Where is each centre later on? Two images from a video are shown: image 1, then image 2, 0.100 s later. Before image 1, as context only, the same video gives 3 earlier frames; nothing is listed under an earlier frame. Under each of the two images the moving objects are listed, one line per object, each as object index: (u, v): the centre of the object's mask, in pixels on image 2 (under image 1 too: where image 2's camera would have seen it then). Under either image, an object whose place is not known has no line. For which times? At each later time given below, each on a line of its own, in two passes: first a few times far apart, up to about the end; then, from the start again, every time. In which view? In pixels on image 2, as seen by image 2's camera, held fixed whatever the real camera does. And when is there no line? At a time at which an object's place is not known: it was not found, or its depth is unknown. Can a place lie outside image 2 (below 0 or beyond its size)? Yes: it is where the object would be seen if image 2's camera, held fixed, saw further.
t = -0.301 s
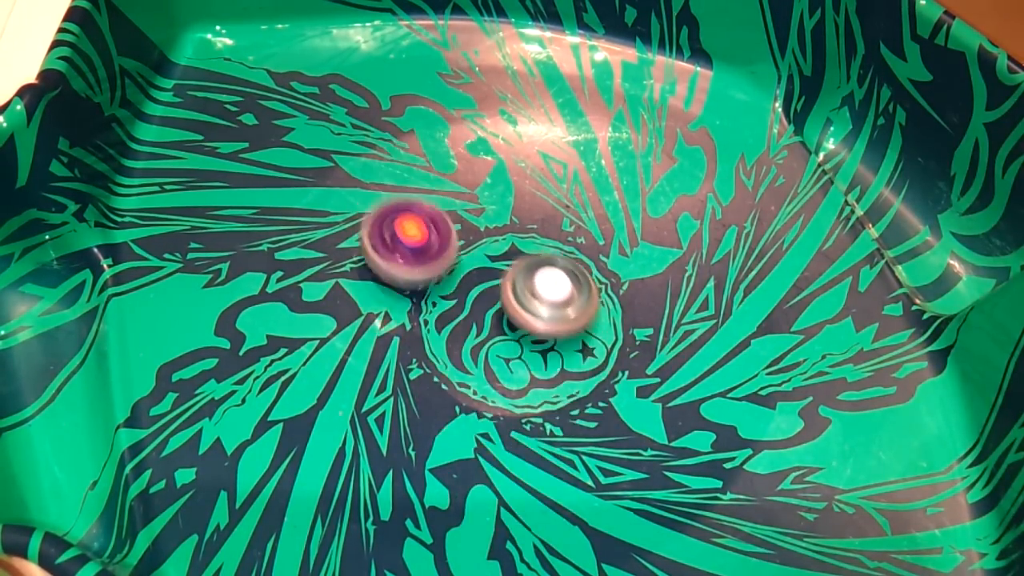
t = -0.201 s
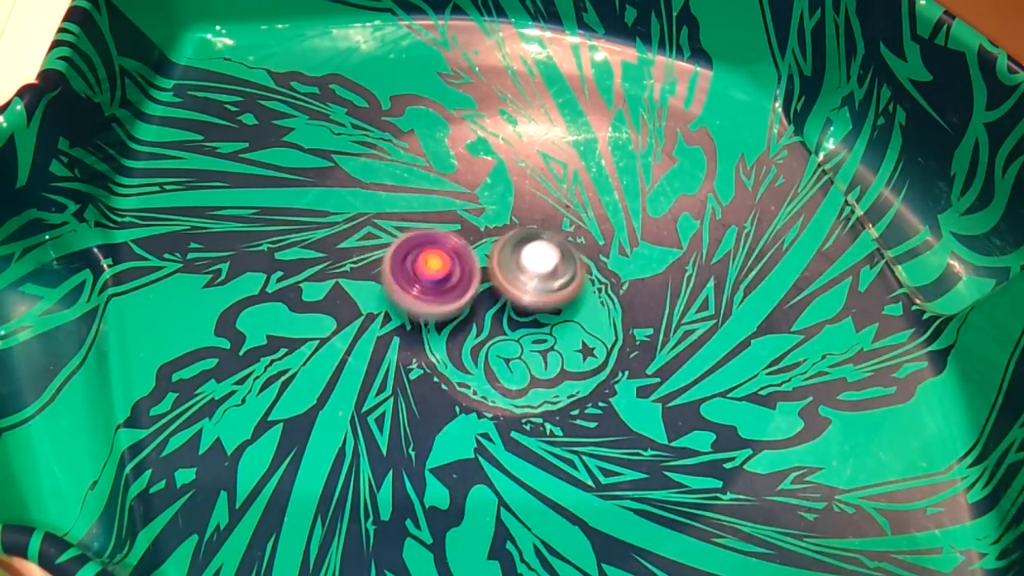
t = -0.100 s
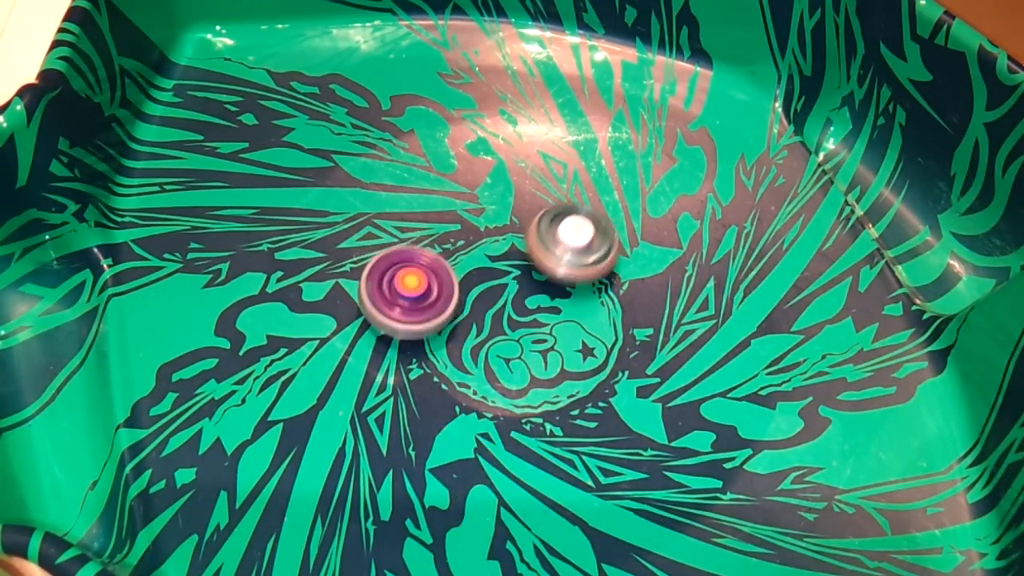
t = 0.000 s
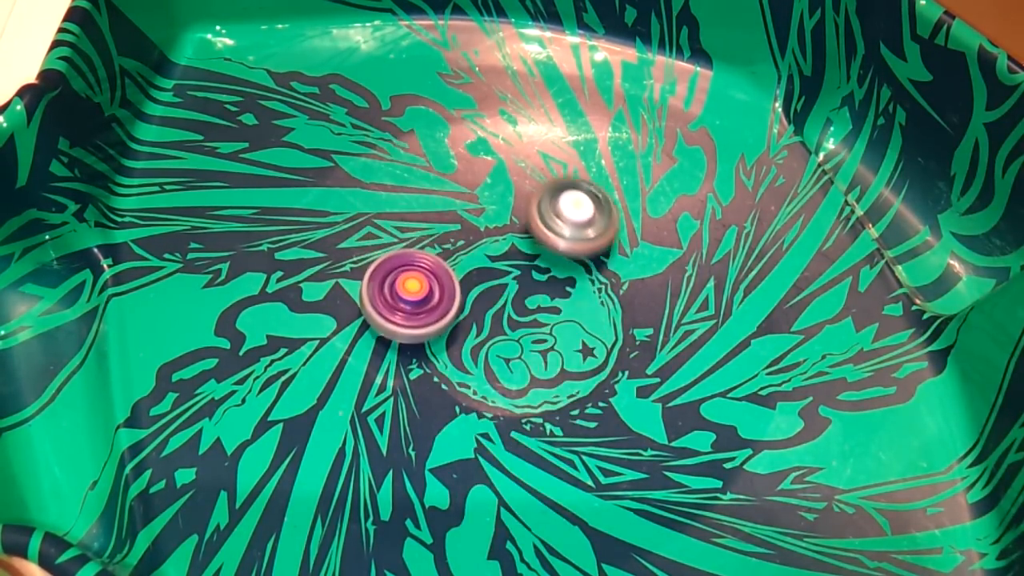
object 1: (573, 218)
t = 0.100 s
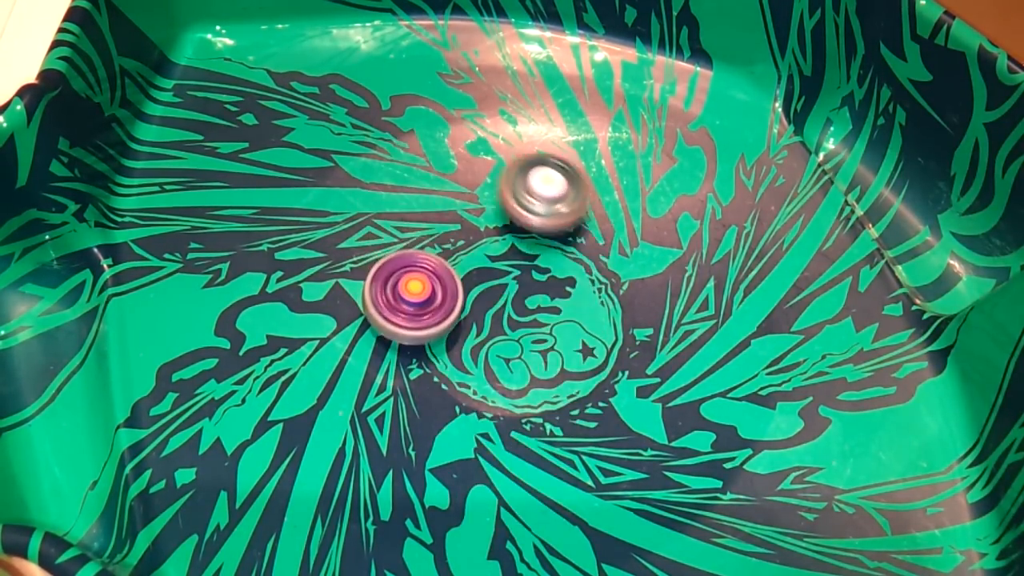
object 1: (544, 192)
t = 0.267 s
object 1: (479, 175)
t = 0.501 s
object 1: (421, 213)
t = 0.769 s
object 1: (477, 130)
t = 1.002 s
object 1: (512, 82)
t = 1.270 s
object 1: (478, 217)
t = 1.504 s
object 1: (542, 324)
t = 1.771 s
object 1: (465, 523)
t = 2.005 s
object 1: (499, 540)
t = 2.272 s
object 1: (640, 419)
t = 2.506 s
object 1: (620, 325)
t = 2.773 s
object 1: (602, 347)
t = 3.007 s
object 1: (575, 362)
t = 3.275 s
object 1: (559, 402)
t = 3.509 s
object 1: (602, 364)
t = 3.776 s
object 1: (569, 340)
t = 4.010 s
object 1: (536, 325)
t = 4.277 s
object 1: (514, 304)
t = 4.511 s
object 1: (555, 352)
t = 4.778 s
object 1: (578, 364)
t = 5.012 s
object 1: (595, 369)
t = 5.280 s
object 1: (607, 344)
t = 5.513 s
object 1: (562, 459)
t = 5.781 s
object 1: (591, 416)
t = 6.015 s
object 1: (584, 488)
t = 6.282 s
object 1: (599, 483)
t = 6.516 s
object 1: (583, 397)
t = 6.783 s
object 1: (494, 356)
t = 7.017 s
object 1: (464, 385)
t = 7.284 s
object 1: (491, 386)
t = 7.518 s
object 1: (731, 423)
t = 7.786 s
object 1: (729, 256)
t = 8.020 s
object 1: (626, 185)
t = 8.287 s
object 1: (845, 185)
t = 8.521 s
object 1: (728, 424)
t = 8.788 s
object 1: (454, 462)
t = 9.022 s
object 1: (409, 396)
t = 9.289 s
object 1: (450, 365)
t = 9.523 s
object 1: (399, 399)
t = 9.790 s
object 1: (359, 429)
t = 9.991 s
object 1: (354, 399)
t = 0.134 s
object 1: (532, 186)
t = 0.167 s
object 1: (519, 181)
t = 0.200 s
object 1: (504, 177)
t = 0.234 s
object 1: (492, 175)
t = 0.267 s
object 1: (479, 175)
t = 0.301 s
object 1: (468, 176)
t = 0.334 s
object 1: (457, 180)
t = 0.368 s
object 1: (447, 184)
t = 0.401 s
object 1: (439, 190)
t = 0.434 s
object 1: (431, 198)
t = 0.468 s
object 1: (425, 206)
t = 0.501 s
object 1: (421, 213)
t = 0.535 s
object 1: (420, 216)
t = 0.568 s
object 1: (419, 221)
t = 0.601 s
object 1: (420, 227)
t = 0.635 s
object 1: (421, 234)
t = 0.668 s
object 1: (427, 235)
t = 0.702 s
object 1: (448, 194)
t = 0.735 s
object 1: (462, 158)
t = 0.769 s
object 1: (477, 130)
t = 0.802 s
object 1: (492, 106)
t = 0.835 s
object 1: (503, 91)
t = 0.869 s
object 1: (510, 81)
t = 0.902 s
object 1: (514, 75)
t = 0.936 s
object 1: (516, 74)
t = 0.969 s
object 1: (515, 76)
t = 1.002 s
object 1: (512, 82)
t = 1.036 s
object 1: (509, 90)
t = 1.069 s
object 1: (504, 102)
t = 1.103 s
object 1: (498, 115)
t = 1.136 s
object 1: (493, 132)
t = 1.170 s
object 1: (487, 153)
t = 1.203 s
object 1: (483, 173)
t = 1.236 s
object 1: (480, 196)
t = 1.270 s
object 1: (478, 217)
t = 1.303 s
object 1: (479, 241)
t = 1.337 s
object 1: (482, 261)
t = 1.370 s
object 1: (488, 277)
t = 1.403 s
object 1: (497, 292)
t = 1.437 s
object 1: (509, 305)
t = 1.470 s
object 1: (524, 315)
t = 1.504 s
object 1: (542, 324)
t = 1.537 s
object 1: (561, 332)
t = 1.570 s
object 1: (581, 340)
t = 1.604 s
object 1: (588, 356)
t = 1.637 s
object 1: (561, 397)
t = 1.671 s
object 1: (532, 439)
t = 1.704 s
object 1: (505, 474)
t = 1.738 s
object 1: (482, 505)
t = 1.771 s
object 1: (465, 523)
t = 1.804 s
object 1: (453, 534)
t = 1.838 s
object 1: (447, 540)
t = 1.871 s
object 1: (448, 544)
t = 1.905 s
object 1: (454, 546)
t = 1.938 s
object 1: (465, 545)
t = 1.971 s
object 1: (481, 543)
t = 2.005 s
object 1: (499, 540)
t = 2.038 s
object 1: (521, 534)
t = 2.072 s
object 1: (543, 526)
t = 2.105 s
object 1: (565, 514)
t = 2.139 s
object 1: (585, 497)
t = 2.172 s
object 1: (604, 477)
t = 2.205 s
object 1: (620, 458)
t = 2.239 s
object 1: (632, 440)
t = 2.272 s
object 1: (640, 419)
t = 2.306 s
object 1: (645, 400)
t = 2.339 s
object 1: (647, 382)
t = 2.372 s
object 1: (646, 365)
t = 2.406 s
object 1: (642, 352)
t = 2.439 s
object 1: (637, 340)
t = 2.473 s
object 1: (629, 331)
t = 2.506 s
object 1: (620, 325)
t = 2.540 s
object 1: (617, 321)
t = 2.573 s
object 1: (612, 319)
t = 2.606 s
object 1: (606, 318)
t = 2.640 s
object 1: (599, 321)
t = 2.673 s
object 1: (592, 326)
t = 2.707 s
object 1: (584, 333)
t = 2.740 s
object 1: (593, 340)
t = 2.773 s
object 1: (602, 347)
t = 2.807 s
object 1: (607, 353)
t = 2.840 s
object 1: (607, 357)
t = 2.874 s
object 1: (604, 358)
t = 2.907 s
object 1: (597, 358)
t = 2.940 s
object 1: (590, 358)
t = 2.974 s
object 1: (583, 359)
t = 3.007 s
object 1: (575, 362)
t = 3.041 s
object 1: (568, 366)
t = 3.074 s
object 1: (560, 372)
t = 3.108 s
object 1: (549, 377)
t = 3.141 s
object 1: (538, 383)
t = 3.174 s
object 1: (527, 388)
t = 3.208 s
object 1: (518, 394)
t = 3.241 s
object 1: (537, 399)
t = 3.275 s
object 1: (559, 402)
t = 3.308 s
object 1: (576, 402)
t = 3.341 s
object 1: (590, 399)
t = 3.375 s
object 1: (599, 394)
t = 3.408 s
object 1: (603, 387)
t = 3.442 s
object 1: (605, 380)
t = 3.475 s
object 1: (605, 372)
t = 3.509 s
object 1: (602, 364)
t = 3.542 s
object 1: (599, 356)
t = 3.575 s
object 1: (595, 350)
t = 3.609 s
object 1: (592, 346)
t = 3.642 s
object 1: (589, 344)
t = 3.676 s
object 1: (585, 343)
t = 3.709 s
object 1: (581, 342)
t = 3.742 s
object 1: (574, 342)
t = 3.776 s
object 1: (569, 340)
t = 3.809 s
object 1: (563, 337)
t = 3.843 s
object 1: (558, 336)
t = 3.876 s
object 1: (553, 334)
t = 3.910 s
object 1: (548, 331)
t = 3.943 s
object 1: (544, 330)
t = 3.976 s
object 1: (540, 327)
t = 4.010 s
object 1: (536, 325)
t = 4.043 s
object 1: (532, 323)
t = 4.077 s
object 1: (529, 320)
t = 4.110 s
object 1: (526, 318)
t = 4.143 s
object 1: (523, 315)
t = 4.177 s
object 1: (520, 313)
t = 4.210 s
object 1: (518, 310)
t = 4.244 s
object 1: (516, 307)
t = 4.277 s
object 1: (514, 304)
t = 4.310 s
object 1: (513, 302)
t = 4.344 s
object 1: (522, 313)
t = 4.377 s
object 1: (531, 325)
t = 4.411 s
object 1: (539, 335)
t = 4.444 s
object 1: (545, 342)
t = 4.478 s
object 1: (550, 348)
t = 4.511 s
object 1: (555, 352)
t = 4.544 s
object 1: (557, 355)
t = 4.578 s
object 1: (559, 357)
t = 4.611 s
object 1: (562, 359)
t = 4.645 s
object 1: (566, 360)
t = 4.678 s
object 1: (569, 362)
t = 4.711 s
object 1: (572, 363)
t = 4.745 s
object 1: (575, 364)
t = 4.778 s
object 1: (578, 364)
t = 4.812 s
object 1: (580, 365)
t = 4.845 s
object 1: (583, 365)
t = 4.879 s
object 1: (585, 366)
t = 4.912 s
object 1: (587, 367)
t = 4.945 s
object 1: (590, 368)
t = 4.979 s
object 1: (593, 370)
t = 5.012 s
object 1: (595, 369)
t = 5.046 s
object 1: (597, 366)
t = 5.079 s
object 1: (599, 362)
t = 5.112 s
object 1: (601, 357)
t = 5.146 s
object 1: (602, 354)
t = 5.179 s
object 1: (604, 351)
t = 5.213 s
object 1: (606, 348)
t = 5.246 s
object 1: (607, 346)
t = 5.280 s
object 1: (607, 344)
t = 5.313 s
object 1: (608, 342)
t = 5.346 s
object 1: (603, 359)
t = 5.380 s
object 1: (595, 389)
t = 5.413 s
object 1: (585, 417)
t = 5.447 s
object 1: (576, 435)
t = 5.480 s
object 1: (568, 451)
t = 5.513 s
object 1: (562, 459)
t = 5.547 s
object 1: (558, 462)
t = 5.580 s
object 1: (558, 462)
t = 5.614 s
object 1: (560, 457)
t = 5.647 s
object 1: (565, 451)
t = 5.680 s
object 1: (571, 443)
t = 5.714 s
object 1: (578, 434)
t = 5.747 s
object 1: (585, 425)
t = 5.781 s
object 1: (591, 416)
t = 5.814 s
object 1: (595, 407)
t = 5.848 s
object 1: (596, 397)
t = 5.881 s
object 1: (595, 388)
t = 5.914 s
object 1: (594, 386)
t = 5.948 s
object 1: (591, 428)
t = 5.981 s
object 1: (588, 460)
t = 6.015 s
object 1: (584, 488)
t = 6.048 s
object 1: (581, 509)
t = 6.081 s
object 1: (579, 519)
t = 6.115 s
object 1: (579, 522)
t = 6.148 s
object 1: (582, 520)
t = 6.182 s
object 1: (586, 515)
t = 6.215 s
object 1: (591, 507)
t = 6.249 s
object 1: (595, 496)
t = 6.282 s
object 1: (599, 483)
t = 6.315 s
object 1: (601, 471)
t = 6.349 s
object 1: (602, 458)
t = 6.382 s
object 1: (601, 445)
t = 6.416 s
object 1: (599, 431)
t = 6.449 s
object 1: (595, 418)
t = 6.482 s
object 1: (590, 407)
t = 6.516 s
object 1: (583, 397)
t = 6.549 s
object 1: (575, 388)
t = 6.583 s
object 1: (567, 379)
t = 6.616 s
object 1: (556, 374)
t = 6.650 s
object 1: (544, 370)
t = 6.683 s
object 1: (532, 367)
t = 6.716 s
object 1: (519, 364)
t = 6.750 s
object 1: (506, 360)
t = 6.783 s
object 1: (494, 356)
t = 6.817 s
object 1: (483, 353)
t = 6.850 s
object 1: (480, 361)
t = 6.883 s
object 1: (479, 371)
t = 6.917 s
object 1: (477, 379)
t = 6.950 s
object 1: (473, 384)
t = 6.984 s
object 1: (467, 386)
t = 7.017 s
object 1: (464, 385)
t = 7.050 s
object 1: (461, 382)
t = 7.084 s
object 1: (458, 377)
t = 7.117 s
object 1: (453, 372)
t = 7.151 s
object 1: (447, 367)
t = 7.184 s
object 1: (440, 360)
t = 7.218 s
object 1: (433, 355)
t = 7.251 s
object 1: (439, 357)
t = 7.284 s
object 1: (491, 386)
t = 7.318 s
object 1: (544, 414)
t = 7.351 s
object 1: (589, 428)
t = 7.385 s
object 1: (627, 438)
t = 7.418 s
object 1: (665, 445)
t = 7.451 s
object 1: (693, 444)
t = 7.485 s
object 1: (717, 436)
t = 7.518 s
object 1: (731, 423)
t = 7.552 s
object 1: (743, 402)
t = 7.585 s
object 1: (749, 380)
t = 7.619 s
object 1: (752, 356)
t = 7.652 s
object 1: (753, 336)
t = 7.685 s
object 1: (750, 313)
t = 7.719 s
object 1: (745, 293)
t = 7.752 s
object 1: (737, 273)
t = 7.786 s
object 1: (729, 256)
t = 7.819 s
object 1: (718, 241)
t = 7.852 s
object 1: (706, 227)
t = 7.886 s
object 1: (691, 213)
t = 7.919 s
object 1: (676, 204)
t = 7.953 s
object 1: (660, 195)
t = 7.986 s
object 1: (643, 189)
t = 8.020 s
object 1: (626, 185)
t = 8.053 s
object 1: (608, 182)
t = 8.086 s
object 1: (598, 178)
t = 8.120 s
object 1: (656, 145)
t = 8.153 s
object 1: (715, 122)
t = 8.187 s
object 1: (766, 105)
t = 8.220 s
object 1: (802, 109)
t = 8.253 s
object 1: (827, 136)
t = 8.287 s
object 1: (845, 185)
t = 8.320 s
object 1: (849, 222)
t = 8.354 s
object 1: (843, 265)
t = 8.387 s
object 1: (830, 301)
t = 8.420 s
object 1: (813, 335)
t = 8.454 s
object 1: (787, 370)
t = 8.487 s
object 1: (761, 397)
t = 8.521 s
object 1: (728, 424)
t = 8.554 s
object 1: (691, 445)
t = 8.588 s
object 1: (652, 460)
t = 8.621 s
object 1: (613, 471)
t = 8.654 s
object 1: (574, 477)
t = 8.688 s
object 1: (538, 478)
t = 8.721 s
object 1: (506, 476)
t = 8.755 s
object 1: (477, 470)
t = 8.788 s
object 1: (454, 462)
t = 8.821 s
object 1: (438, 454)
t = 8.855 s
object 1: (423, 443)
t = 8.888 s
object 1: (414, 433)
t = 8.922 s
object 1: (408, 423)
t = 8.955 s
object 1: (404, 414)
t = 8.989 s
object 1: (405, 405)
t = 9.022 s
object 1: (409, 396)
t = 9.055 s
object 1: (415, 388)
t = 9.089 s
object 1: (422, 381)
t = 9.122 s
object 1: (429, 375)
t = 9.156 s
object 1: (437, 370)
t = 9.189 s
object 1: (444, 366)
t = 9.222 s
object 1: (449, 365)
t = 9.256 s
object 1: (451, 364)
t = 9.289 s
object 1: (450, 365)
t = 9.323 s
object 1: (447, 368)
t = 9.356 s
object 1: (441, 372)
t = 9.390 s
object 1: (433, 376)
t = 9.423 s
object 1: (424, 382)
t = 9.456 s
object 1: (415, 388)
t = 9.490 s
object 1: (406, 394)
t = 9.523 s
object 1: (399, 399)
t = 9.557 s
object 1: (392, 404)
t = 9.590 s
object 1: (385, 410)
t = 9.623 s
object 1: (373, 418)
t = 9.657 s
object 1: (364, 423)
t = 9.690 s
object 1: (360, 426)
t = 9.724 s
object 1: (358, 428)
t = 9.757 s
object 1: (357, 429)
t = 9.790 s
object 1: (359, 429)
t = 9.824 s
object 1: (362, 427)
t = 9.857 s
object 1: (367, 425)
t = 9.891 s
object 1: (373, 420)
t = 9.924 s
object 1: (375, 415)
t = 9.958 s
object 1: (362, 407)
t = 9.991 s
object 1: (354, 399)
